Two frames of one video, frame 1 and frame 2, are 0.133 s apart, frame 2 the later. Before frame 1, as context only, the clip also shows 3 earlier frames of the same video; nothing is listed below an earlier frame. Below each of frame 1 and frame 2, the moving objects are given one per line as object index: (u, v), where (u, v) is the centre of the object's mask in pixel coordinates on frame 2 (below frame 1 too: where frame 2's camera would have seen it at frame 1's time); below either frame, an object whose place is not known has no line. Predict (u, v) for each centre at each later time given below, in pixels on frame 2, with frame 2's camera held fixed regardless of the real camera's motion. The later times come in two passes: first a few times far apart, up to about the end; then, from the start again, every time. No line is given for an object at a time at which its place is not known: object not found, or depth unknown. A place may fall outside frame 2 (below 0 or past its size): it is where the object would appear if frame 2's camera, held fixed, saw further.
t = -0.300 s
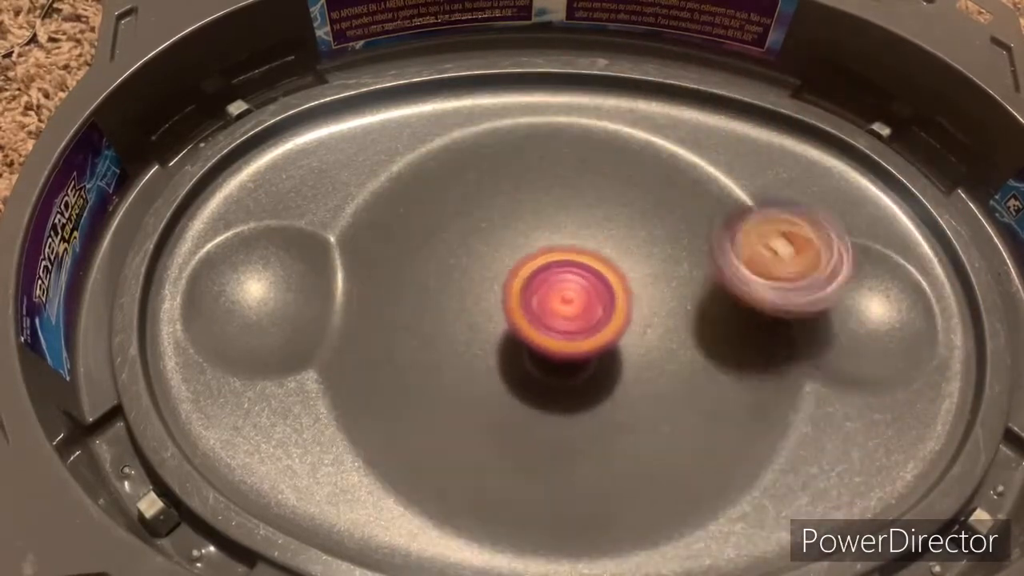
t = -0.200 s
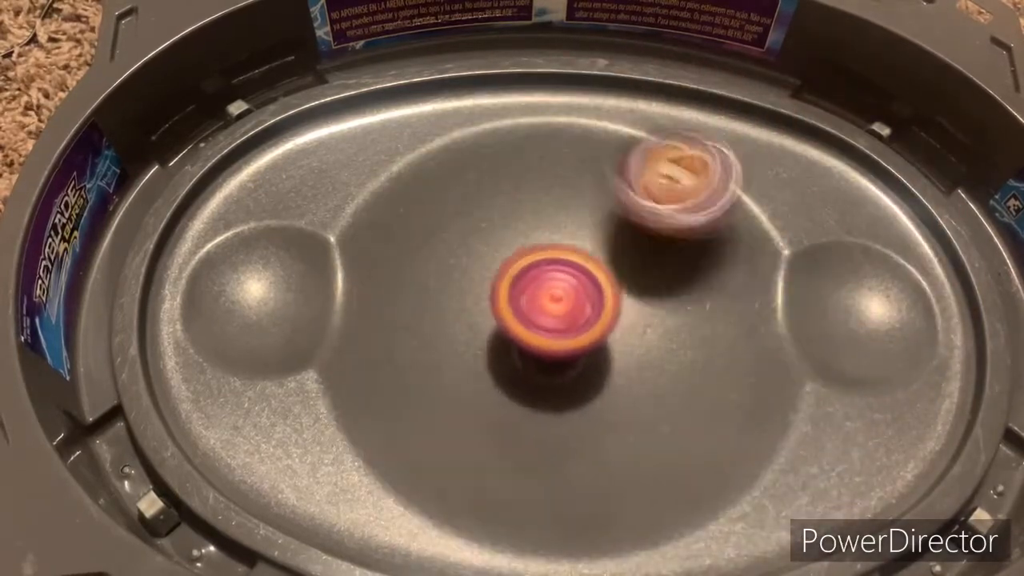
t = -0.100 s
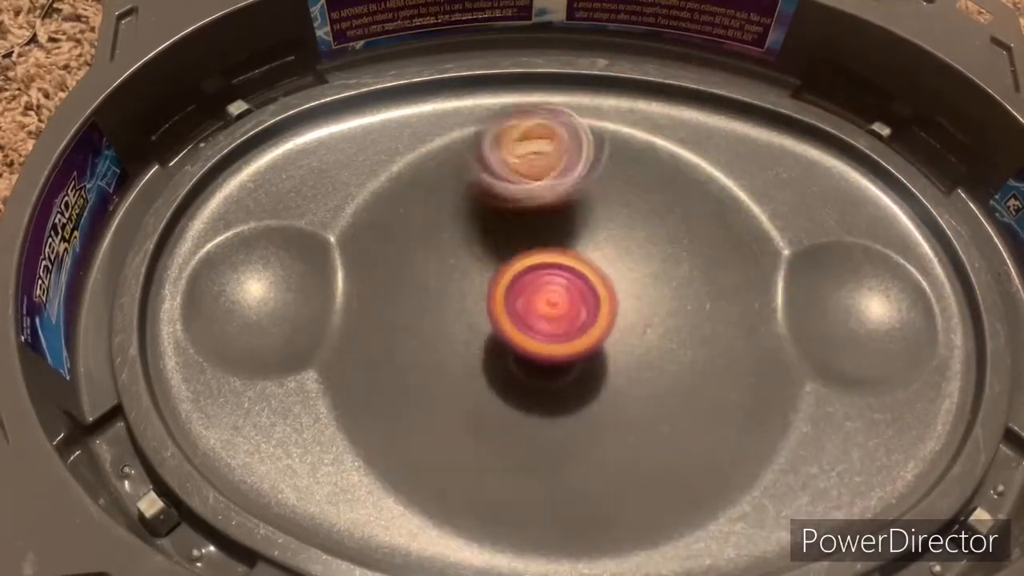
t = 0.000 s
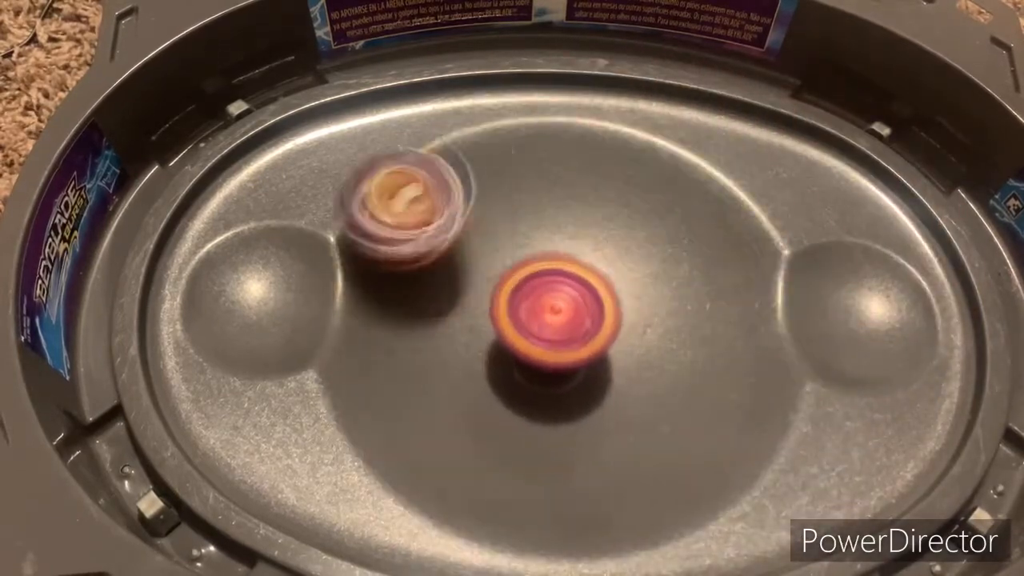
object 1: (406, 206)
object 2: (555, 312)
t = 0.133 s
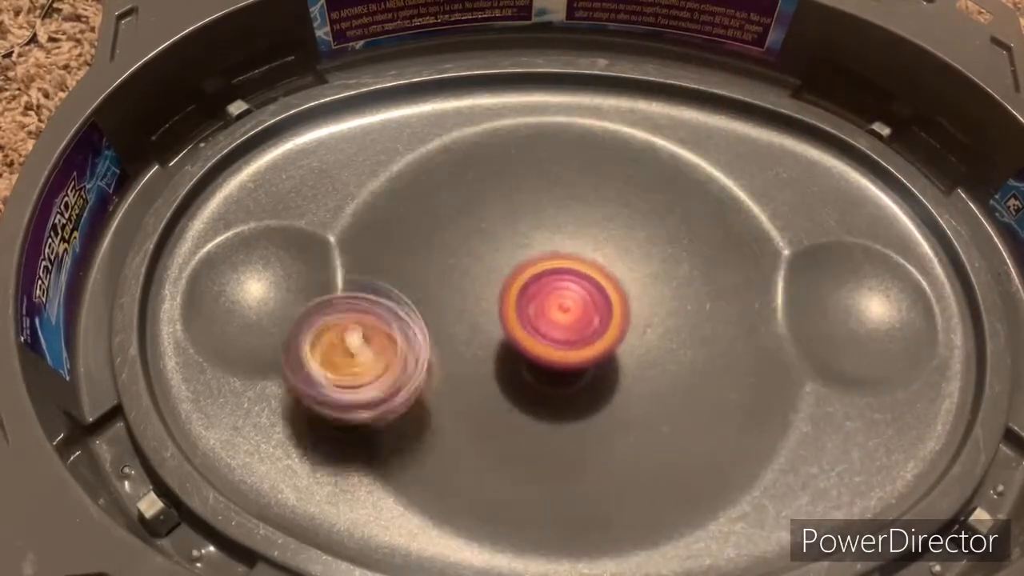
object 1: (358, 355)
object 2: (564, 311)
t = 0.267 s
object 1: (508, 476)
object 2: (566, 297)
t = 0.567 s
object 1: (711, 207)
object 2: (551, 297)
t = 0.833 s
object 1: (403, 181)
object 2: (572, 300)
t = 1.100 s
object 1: (560, 455)
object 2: (566, 291)
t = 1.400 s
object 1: (753, 214)
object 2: (569, 305)
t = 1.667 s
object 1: (449, 201)
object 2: (568, 304)
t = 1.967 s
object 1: (566, 474)
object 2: (566, 303)
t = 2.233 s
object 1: (724, 267)
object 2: (564, 306)
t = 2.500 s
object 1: (456, 169)
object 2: (563, 298)
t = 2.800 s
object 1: (496, 421)
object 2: (568, 293)
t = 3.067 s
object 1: (747, 294)
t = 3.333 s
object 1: (563, 158)
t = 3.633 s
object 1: (450, 374)
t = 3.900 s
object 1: (687, 404)
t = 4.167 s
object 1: (615, 204)
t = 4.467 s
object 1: (415, 273)
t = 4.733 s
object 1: (590, 400)
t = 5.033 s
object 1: (702, 258)
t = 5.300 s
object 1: (545, 210)
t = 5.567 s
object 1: (473, 291)
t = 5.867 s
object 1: (510, 236)
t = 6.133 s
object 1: (596, 156)
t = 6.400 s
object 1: (630, 83)
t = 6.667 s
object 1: (643, 225)
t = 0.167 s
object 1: (378, 394)
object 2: (565, 308)
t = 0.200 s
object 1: (411, 429)
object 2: (566, 304)
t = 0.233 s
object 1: (456, 458)
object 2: (566, 300)
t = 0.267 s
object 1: (508, 476)
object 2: (566, 297)
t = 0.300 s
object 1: (566, 481)
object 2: (566, 294)
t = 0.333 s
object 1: (624, 471)
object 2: (565, 292)
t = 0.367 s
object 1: (672, 452)
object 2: (563, 291)
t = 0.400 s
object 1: (705, 421)
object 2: (561, 291)
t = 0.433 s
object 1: (732, 379)
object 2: (558, 291)
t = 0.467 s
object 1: (745, 336)
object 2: (556, 292)
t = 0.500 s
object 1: (743, 290)
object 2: (554, 294)
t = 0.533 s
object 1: (734, 249)
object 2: (552, 296)
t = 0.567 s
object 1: (711, 207)
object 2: (551, 297)
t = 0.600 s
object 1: (680, 177)
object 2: (552, 298)
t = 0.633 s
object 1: (644, 149)
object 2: (554, 300)
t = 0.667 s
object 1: (603, 132)
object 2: (556, 301)
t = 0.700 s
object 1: (559, 123)
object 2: (559, 301)
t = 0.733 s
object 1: (515, 124)
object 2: (563, 301)
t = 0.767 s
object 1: (473, 134)
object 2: (566, 301)
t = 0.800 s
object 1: (436, 152)
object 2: (570, 301)
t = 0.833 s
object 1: (403, 181)
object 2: (572, 300)
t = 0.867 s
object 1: (382, 215)
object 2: (574, 299)
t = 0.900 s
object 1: (372, 255)
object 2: (575, 297)
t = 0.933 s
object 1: (372, 297)
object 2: (575, 295)
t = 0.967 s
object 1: (384, 342)
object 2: (574, 293)
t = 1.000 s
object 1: (413, 385)
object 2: (573, 292)
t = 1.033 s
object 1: (454, 417)
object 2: (570, 291)
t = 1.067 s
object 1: (507, 442)
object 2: (568, 291)
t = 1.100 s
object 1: (560, 455)
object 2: (566, 291)
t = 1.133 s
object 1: (614, 455)
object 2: (564, 291)
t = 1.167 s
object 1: (666, 445)
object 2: (563, 291)
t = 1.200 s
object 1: (711, 423)
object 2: (563, 292)
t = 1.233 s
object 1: (747, 395)
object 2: (564, 294)
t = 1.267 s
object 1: (768, 359)
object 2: (565, 296)
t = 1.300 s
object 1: (783, 315)
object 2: (567, 299)
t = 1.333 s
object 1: (788, 278)
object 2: (568, 301)
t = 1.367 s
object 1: (776, 242)
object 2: (569, 303)
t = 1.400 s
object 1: (753, 214)
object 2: (569, 305)
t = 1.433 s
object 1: (723, 187)
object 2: (569, 307)
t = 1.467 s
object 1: (687, 167)
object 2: (570, 307)
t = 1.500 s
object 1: (649, 150)
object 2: (570, 308)
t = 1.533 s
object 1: (606, 144)
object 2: (570, 307)
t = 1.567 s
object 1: (565, 149)
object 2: (570, 307)
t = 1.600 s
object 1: (524, 159)
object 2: (569, 307)
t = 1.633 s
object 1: (484, 176)
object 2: (569, 306)
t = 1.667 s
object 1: (449, 201)
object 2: (568, 304)
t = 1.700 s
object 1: (422, 231)
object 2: (567, 303)
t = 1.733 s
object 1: (402, 265)
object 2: (567, 302)
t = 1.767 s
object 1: (392, 301)
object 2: (567, 301)
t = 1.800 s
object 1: (396, 345)
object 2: (567, 301)
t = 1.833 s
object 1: (412, 384)
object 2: (567, 301)
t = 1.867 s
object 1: (438, 416)
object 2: (566, 301)
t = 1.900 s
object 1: (472, 446)
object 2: (566, 302)
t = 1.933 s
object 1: (522, 467)
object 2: (566, 302)
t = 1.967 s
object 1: (566, 474)
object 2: (566, 303)
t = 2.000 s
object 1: (612, 475)
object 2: (566, 304)
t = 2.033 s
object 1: (659, 461)
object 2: (566, 304)
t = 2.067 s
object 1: (695, 440)
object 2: (566, 305)
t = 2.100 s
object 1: (718, 412)
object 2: (566, 306)
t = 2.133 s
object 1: (737, 378)
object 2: (566, 306)
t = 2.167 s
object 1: (740, 344)
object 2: (566, 306)
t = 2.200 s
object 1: (738, 304)
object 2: (565, 306)
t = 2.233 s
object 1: (724, 267)
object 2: (564, 306)
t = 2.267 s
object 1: (701, 236)
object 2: (563, 306)
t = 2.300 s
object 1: (674, 210)
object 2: (563, 306)
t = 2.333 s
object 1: (641, 187)
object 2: (563, 305)
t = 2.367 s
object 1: (604, 170)
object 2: (563, 304)
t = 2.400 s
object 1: (569, 160)
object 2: (563, 303)
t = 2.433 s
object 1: (528, 156)
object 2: (563, 301)
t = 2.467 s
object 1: (488, 160)
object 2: (563, 300)
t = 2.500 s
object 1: (456, 169)
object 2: (563, 298)
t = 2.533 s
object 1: (426, 188)
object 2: (563, 296)
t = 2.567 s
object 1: (402, 212)
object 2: (563, 295)
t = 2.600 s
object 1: (388, 240)
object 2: (564, 294)
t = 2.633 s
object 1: (380, 274)
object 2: (565, 293)
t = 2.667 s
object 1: (384, 309)
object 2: (566, 292)
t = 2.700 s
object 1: (395, 346)
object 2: (567, 292)
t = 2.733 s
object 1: (422, 378)
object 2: (568, 291)
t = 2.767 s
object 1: (460, 404)
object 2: (568, 292)
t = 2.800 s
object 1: (496, 421)
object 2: (568, 293)
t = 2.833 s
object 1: (542, 432)
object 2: (567, 295)
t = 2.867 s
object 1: (577, 435)
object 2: (563, 298)
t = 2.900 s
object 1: (622, 428)
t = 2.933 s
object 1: (663, 412)
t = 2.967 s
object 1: (698, 388)
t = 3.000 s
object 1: (724, 363)
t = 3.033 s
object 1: (738, 330)
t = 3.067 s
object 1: (747, 294)
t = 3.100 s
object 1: (744, 260)
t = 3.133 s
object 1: (730, 231)
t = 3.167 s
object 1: (711, 204)
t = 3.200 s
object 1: (688, 181)
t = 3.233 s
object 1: (659, 165)
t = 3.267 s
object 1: (629, 156)
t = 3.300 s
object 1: (594, 153)
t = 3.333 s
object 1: (563, 158)
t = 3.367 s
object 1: (534, 166)
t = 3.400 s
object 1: (507, 179)
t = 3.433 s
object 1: (479, 200)
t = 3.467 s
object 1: (454, 221)
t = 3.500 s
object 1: (437, 251)
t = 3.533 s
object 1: (433, 280)
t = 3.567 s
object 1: (430, 315)
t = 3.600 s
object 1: (437, 346)
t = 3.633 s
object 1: (450, 374)
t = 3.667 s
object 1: (476, 402)
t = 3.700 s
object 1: (503, 421)
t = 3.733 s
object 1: (537, 436)
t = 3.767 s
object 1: (567, 444)
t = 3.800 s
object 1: (605, 444)
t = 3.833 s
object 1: (638, 436)
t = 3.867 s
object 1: (667, 421)
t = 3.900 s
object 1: (687, 404)
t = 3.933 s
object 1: (708, 375)
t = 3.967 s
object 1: (714, 347)
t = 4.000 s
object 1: (711, 321)
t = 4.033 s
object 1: (704, 290)
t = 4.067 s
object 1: (691, 263)
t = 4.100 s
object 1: (667, 238)
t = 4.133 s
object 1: (645, 220)
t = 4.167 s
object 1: (615, 204)
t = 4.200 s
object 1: (590, 193)
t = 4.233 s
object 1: (556, 184)
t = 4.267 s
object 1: (527, 184)
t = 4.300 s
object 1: (498, 189)
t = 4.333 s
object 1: (472, 197)
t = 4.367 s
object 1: (448, 211)
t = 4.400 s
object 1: (430, 226)
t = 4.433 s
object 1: (417, 250)
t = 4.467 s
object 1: (415, 273)
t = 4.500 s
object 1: (415, 299)
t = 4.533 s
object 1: (423, 323)
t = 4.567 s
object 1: (442, 350)
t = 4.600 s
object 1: (465, 368)
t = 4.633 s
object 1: (493, 383)
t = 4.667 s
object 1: (526, 396)
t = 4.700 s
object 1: (558, 401)
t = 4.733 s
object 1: (590, 400)
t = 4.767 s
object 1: (619, 400)
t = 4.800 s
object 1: (649, 393)
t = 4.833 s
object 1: (676, 376)
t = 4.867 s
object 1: (695, 361)
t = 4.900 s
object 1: (708, 341)
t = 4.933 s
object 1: (717, 317)
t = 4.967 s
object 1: (716, 300)
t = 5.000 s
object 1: (710, 278)
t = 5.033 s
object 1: (702, 258)
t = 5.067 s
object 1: (684, 242)
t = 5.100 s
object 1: (663, 229)
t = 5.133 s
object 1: (649, 219)
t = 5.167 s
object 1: (627, 210)
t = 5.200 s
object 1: (607, 206)
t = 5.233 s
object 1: (588, 204)
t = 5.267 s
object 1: (565, 204)
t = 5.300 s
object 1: (545, 210)
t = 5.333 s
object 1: (528, 218)
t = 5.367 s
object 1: (511, 226)
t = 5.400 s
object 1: (499, 237)
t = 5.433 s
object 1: (491, 250)
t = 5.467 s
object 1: (480, 261)
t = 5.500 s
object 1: (477, 273)
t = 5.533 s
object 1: (476, 281)
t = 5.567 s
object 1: (473, 291)
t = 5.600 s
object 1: (479, 304)
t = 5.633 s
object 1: (482, 294)
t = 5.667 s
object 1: (483, 281)
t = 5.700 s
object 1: (485, 269)
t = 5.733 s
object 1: (487, 259)
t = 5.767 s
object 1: (494, 250)
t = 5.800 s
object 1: (497, 244)
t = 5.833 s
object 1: (506, 240)
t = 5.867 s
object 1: (510, 236)
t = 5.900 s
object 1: (521, 236)
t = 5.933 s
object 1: (528, 233)
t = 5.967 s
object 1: (540, 237)
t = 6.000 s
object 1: (552, 237)
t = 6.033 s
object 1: (563, 241)
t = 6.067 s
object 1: (578, 220)
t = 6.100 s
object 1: (587, 193)
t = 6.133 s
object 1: (596, 156)
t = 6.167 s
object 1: (599, 129)
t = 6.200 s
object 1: (597, 105)
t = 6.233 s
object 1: (595, 100)
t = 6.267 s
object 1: (596, 85)
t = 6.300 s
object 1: (598, 84)
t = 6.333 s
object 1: (603, 80)
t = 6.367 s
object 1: (613, 82)
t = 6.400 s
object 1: (630, 83)
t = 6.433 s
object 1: (641, 90)
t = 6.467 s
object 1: (654, 102)
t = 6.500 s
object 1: (659, 115)
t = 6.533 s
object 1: (660, 127)
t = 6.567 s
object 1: (658, 150)
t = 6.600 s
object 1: (647, 174)
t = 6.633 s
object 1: (641, 192)
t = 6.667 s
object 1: (643, 225)
